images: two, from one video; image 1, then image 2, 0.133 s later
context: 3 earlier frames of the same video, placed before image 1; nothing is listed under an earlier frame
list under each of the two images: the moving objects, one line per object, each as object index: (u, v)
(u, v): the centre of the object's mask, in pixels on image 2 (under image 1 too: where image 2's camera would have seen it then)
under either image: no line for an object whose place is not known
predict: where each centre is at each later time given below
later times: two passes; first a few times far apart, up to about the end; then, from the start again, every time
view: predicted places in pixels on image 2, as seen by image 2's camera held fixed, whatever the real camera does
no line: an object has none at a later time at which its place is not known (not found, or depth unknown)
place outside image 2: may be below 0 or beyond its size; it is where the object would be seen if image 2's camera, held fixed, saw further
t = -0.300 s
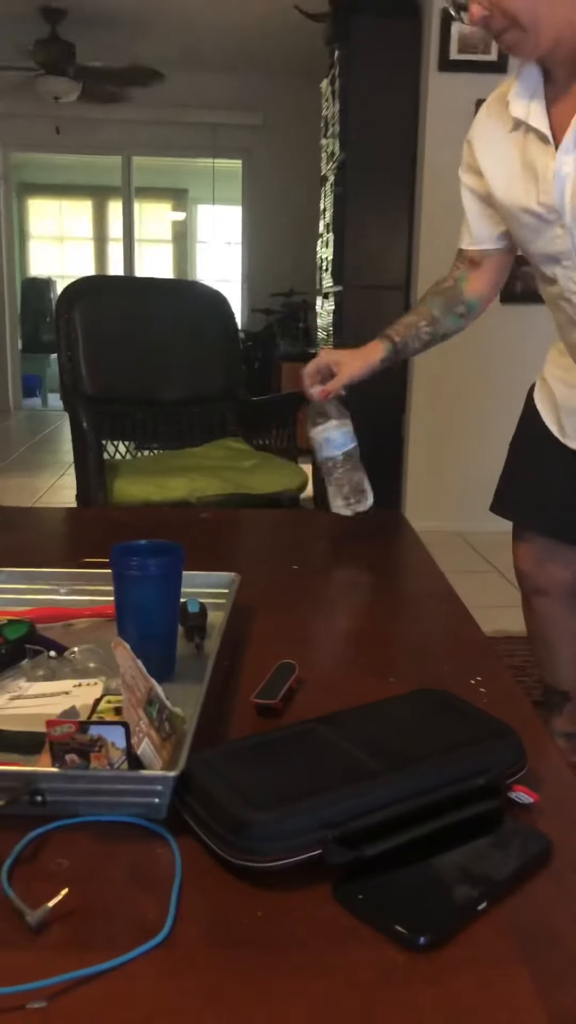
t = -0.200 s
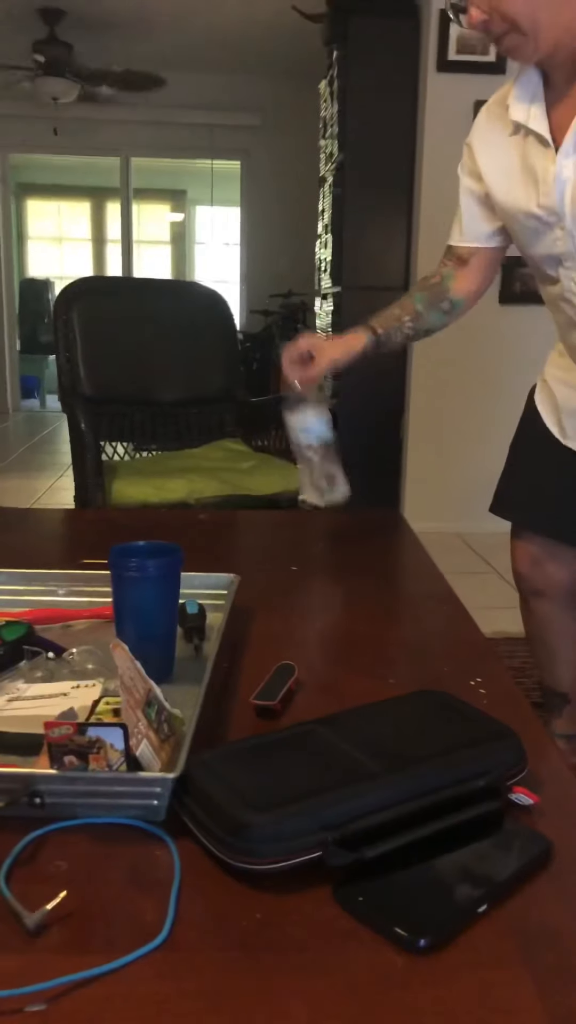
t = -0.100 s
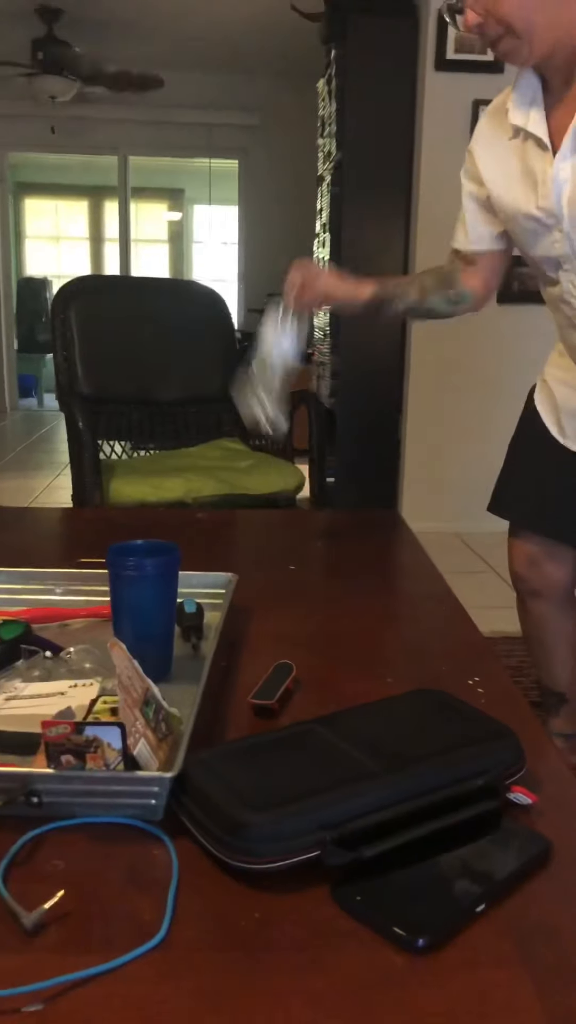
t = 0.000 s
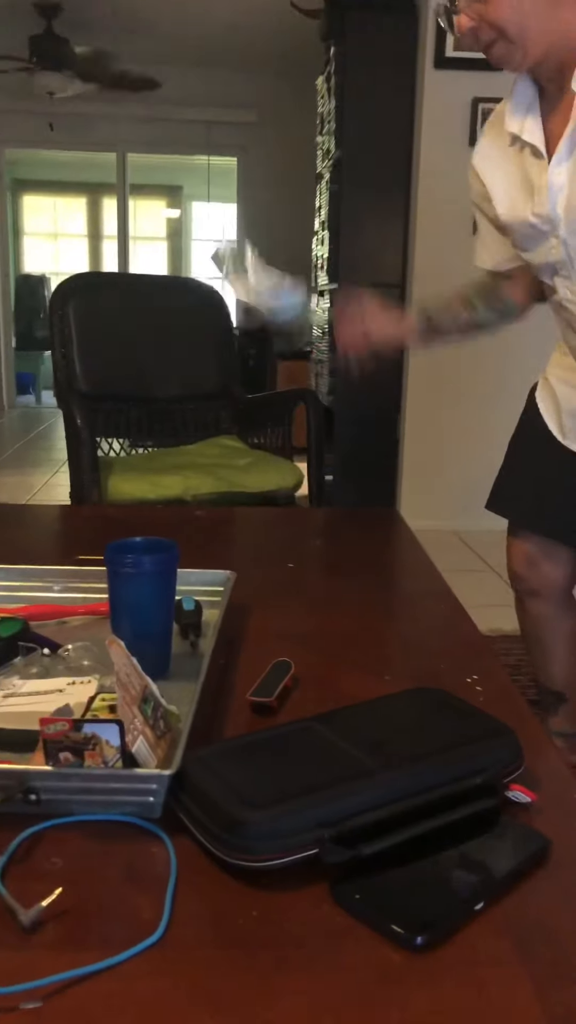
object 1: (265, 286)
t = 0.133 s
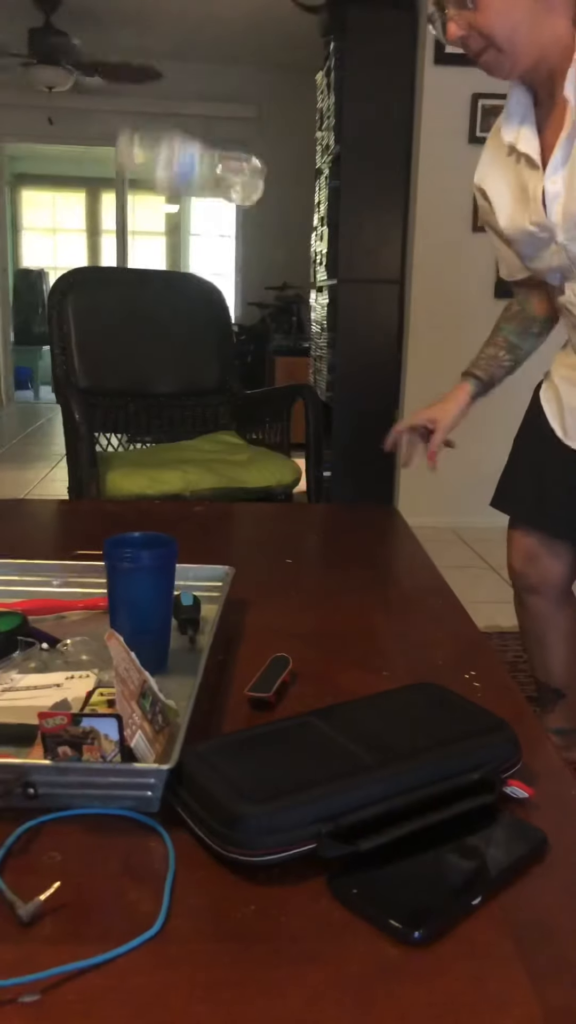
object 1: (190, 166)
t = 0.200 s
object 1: (201, 161)
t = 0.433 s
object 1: (222, 431)
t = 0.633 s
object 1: (230, 508)
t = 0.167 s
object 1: (196, 157)
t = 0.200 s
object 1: (201, 161)
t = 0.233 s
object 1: (203, 173)
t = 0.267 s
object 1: (206, 195)
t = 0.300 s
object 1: (210, 232)
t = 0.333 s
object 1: (215, 288)
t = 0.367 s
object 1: (214, 326)
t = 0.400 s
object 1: (217, 376)
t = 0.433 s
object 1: (222, 431)
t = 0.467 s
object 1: (224, 487)
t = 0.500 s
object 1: (230, 511)
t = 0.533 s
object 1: (230, 506)
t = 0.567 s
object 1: (231, 506)
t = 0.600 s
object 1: (230, 509)
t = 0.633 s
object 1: (230, 508)
